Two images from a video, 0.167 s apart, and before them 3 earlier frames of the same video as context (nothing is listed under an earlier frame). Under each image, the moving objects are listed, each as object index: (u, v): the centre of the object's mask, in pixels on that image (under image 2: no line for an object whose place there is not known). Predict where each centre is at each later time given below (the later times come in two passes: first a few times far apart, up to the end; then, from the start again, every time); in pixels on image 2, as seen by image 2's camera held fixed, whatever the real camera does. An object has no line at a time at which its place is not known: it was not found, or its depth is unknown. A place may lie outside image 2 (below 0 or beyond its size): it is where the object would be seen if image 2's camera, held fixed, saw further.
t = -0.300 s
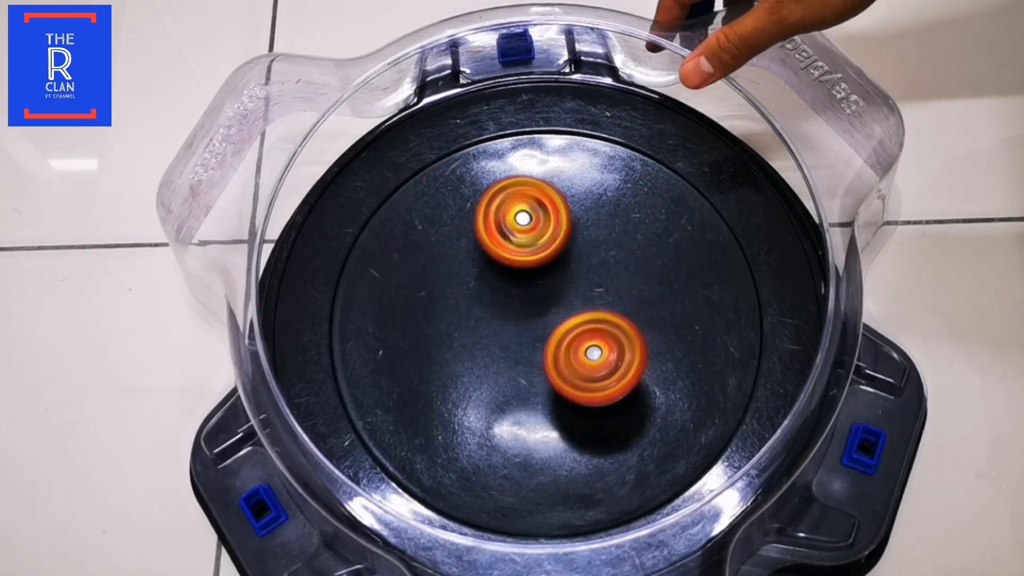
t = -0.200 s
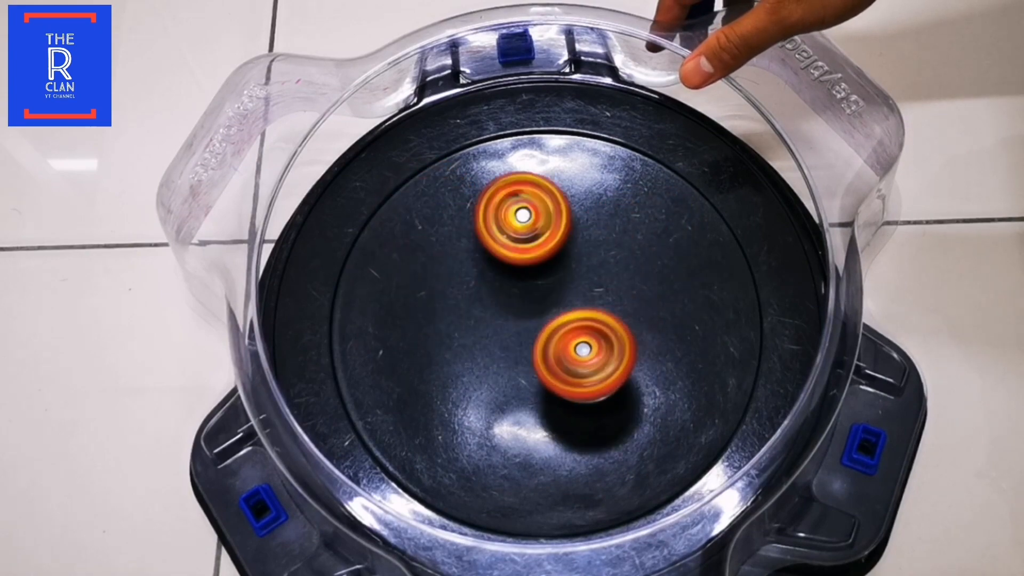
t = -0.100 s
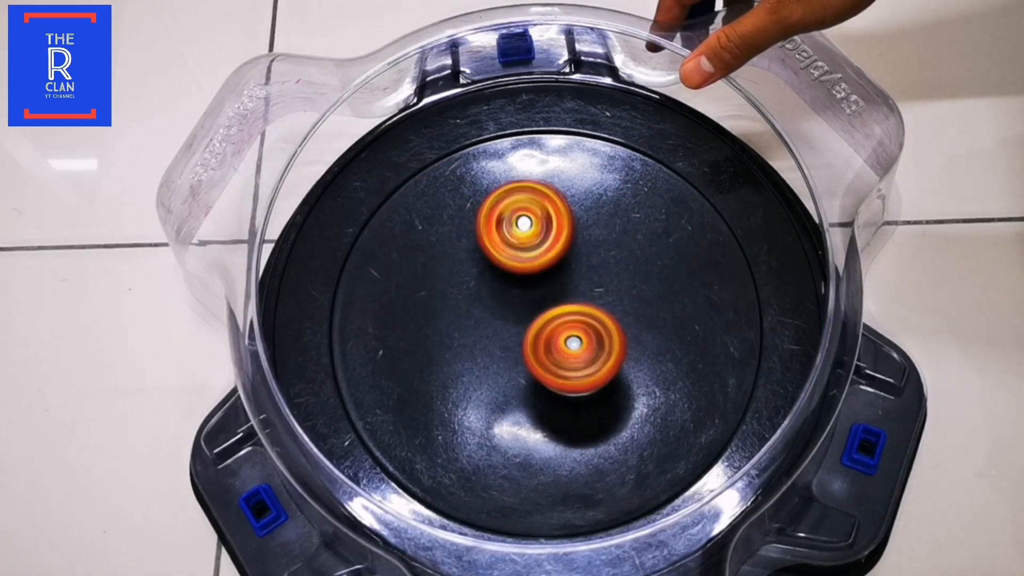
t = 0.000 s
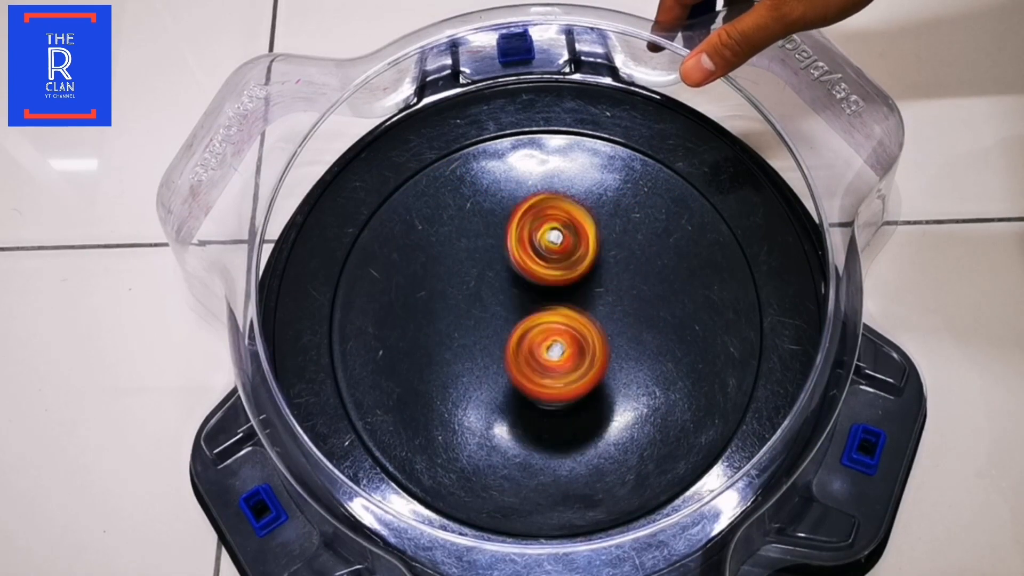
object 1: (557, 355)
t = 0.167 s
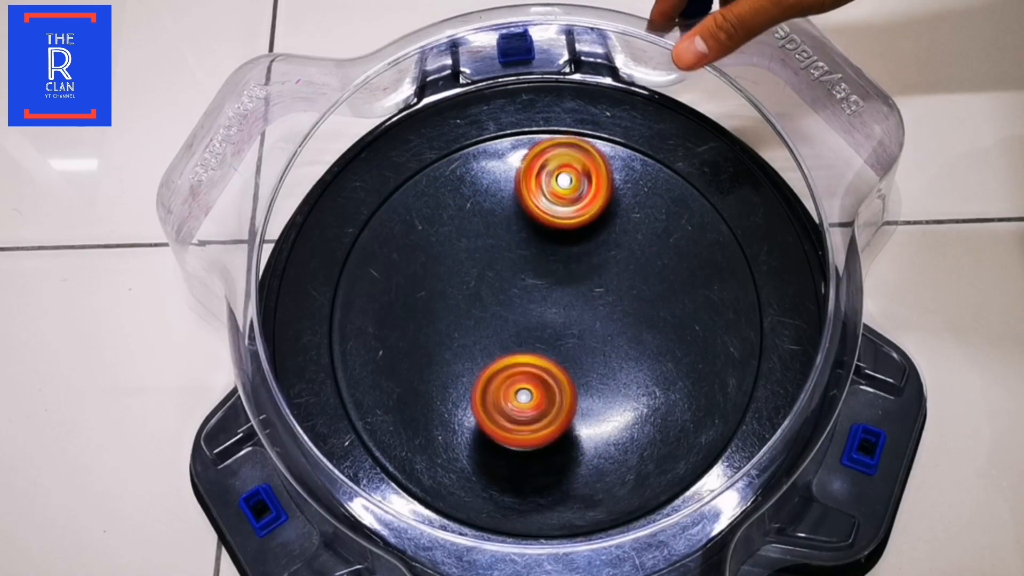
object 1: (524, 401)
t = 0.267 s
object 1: (523, 393)
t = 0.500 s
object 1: (533, 344)
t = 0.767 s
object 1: (503, 342)
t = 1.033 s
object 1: (478, 318)
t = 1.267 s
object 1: (451, 294)
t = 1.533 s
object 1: (490, 293)
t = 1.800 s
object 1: (511, 258)
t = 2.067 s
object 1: (596, 279)
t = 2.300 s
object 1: (649, 289)
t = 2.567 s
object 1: (609, 333)
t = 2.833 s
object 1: (554, 390)
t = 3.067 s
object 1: (499, 393)
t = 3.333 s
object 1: (486, 346)
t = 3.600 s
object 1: (492, 258)
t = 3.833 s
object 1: (526, 224)
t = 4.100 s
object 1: (616, 175)
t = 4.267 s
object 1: (627, 217)
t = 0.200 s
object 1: (523, 400)
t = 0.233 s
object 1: (522, 397)
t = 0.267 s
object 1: (523, 393)
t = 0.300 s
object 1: (525, 388)
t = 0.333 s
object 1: (529, 382)
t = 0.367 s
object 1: (532, 376)
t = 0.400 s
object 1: (534, 369)
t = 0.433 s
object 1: (535, 361)
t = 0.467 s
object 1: (535, 352)
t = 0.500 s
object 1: (533, 344)
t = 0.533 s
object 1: (521, 349)
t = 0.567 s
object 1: (511, 352)
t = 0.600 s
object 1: (504, 353)
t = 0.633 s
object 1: (501, 352)
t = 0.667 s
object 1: (500, 350)
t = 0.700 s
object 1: (500, 348)
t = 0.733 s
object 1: (501, 345)
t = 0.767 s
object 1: (503, 342)
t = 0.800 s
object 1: (506, 339)
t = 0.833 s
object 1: (509, 336)
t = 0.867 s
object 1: (512, 333)
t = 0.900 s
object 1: (515, 331)
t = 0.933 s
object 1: (518, 329)
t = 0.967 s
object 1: (519, 327)
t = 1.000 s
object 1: (500, 323)
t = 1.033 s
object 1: (478, 318)
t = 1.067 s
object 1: (460, 312)
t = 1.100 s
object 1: (447, 306)
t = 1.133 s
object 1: (440, 300)
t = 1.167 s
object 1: (438, 296)
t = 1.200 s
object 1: (441, 294)
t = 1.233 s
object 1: (445, 294)
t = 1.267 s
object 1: (451, 294)
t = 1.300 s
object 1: (457, 295)
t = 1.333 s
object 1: (463, 296)
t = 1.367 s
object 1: (468, 298)
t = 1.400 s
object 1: (474, 300)
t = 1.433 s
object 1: (480, 301)
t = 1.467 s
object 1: (485, 302)
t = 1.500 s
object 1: (491, 303)
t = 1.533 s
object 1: (490, 293)
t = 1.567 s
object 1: (488, 280)
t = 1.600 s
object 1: (488, 269)
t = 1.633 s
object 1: (490, 262)
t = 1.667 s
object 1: (494, 258)
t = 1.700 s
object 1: (498, 255)
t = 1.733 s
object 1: (502, 255)
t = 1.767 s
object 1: (507, 256)
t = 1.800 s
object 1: (511, 258)
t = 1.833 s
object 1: (516, 261)
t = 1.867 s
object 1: (523, 264)
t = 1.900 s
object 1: (532, 268)
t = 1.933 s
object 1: (540, 272)
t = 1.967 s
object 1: (551, 276)
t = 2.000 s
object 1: (563, 280)
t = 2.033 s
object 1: (578, 282)
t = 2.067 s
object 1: (596, 279)
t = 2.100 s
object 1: (613, 277)
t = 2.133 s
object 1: (626, 277)
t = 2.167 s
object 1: (635, 278)
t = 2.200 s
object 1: (641, 280)
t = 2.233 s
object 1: (646, 282)
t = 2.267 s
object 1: (648, 286)
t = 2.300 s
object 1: (649, 289)
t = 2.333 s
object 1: (647, 293)
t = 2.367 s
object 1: (644, 297)
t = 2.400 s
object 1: (640, 302)
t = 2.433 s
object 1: (634, 306)
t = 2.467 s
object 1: (628, 312)
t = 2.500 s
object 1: (621, 318)
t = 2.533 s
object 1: (615, 325)
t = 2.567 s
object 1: (609, 333)
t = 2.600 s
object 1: (604, 341)
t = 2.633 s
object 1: (598, 350)
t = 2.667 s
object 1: (592, 359)
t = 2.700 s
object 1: (586, 367)
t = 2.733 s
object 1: (579, 375)
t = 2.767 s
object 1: (571, 380)
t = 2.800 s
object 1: (563, 386)
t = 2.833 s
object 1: (554, 390)
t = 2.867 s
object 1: (545, 393)
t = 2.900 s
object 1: (535, 395)
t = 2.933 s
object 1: (527, 396)
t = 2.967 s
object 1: (518, 396)
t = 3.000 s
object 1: (511, 396)
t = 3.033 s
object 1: (504, 395)
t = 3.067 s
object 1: (499, 393)
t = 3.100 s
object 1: (495, 391)
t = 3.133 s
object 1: (491, 387)
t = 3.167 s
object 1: (489, 383)
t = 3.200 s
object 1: (488, 378)
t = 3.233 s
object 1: (487, 372)
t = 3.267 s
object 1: (487, 364)
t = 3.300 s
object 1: (486, 356)
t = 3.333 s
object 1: (486, 346)
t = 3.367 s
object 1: (486, 337)
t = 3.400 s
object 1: (487, 327)
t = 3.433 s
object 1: (488, 316)
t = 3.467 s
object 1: (488, 304)
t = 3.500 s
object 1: (488, 292)
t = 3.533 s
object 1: (489, 280)
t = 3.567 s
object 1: (491, 269)
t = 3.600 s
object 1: (492, 258)
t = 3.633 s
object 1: (495, 250)
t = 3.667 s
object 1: (499, 243)
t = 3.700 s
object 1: (503, 236)
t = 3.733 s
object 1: (508, 232)
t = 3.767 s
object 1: (513, 228)
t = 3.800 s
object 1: (520, 226)
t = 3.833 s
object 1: (526, 224)
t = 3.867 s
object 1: (535, 223)
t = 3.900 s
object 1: (551, 208)
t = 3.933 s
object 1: (567, 195)
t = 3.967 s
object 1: (581, 185)
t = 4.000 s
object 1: (593, 177)
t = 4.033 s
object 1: (602, 174)
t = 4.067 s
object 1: (610, 172)
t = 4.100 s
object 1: (616, 175)
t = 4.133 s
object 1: (621, 179)
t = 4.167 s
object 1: (623, 186)
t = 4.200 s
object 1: (625, 194)
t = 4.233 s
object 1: (625, 204)
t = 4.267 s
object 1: (627, 217)
